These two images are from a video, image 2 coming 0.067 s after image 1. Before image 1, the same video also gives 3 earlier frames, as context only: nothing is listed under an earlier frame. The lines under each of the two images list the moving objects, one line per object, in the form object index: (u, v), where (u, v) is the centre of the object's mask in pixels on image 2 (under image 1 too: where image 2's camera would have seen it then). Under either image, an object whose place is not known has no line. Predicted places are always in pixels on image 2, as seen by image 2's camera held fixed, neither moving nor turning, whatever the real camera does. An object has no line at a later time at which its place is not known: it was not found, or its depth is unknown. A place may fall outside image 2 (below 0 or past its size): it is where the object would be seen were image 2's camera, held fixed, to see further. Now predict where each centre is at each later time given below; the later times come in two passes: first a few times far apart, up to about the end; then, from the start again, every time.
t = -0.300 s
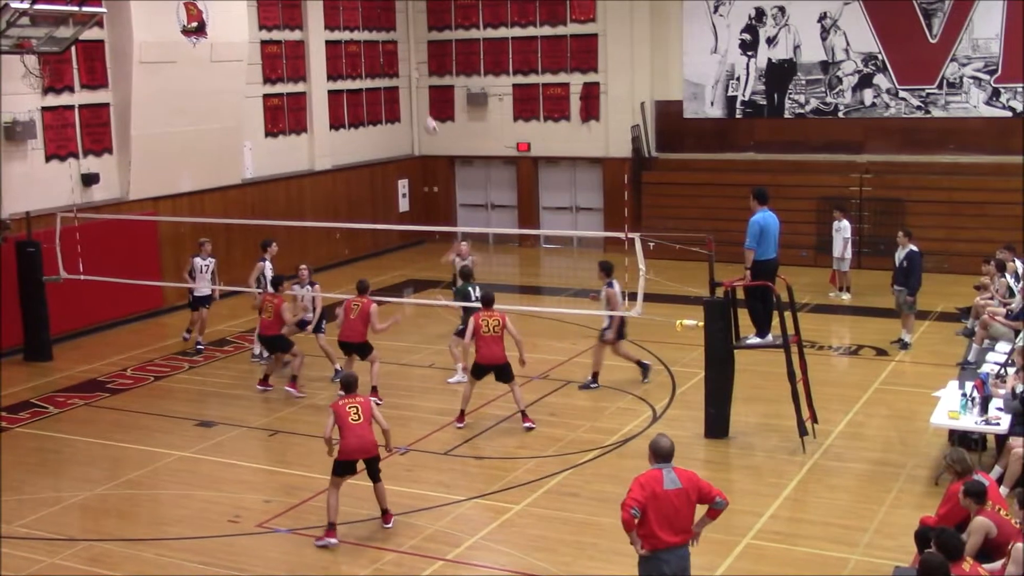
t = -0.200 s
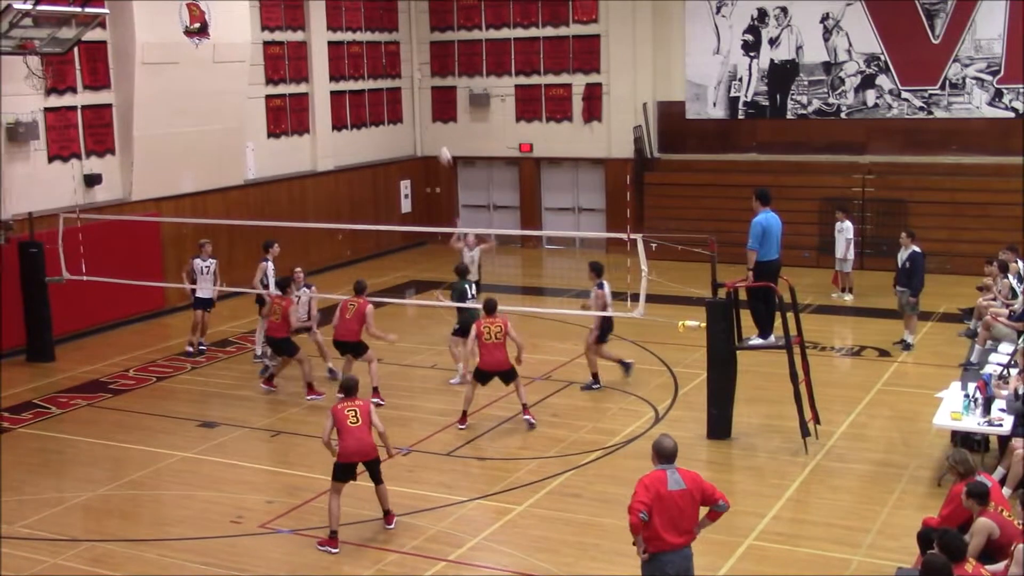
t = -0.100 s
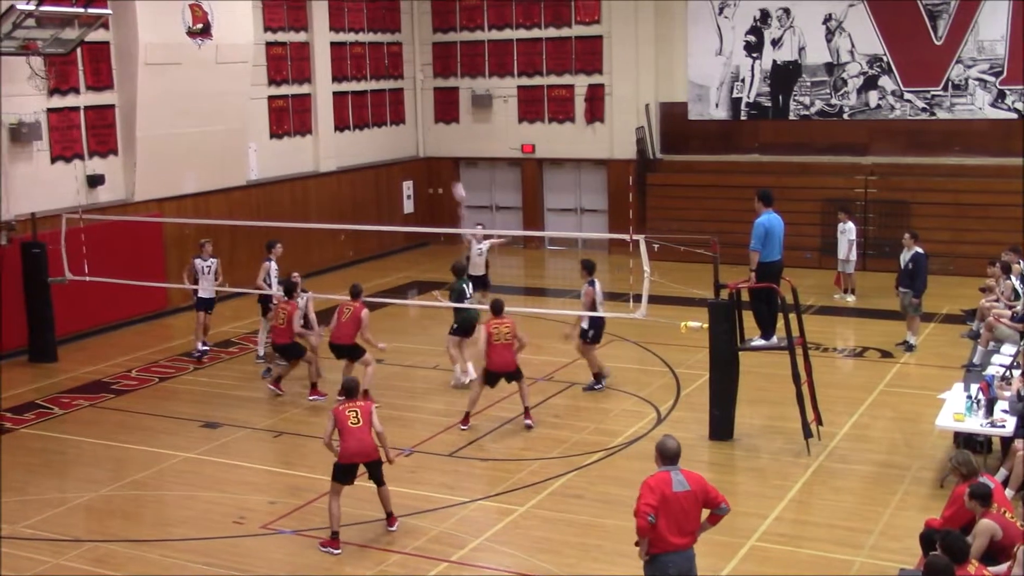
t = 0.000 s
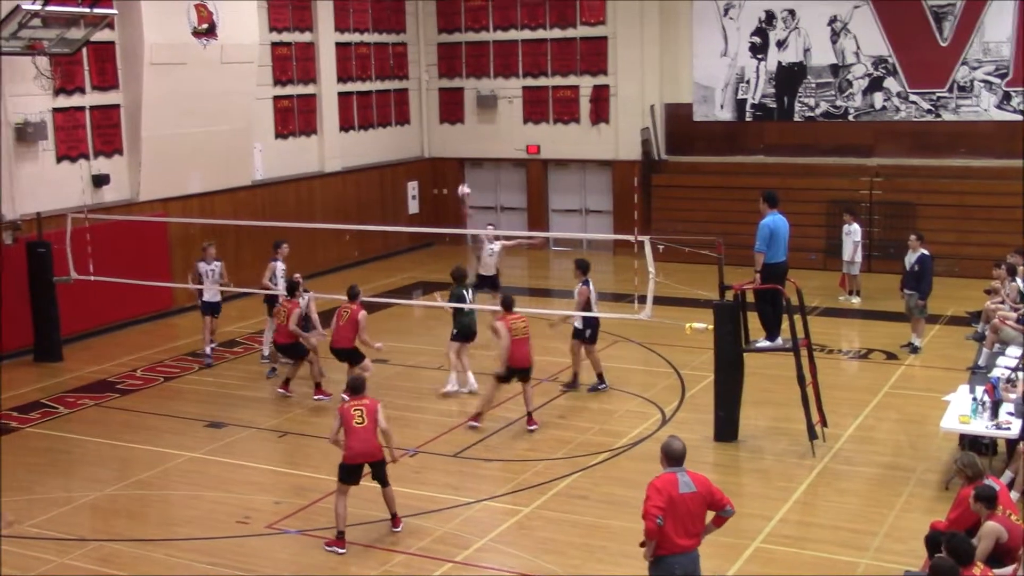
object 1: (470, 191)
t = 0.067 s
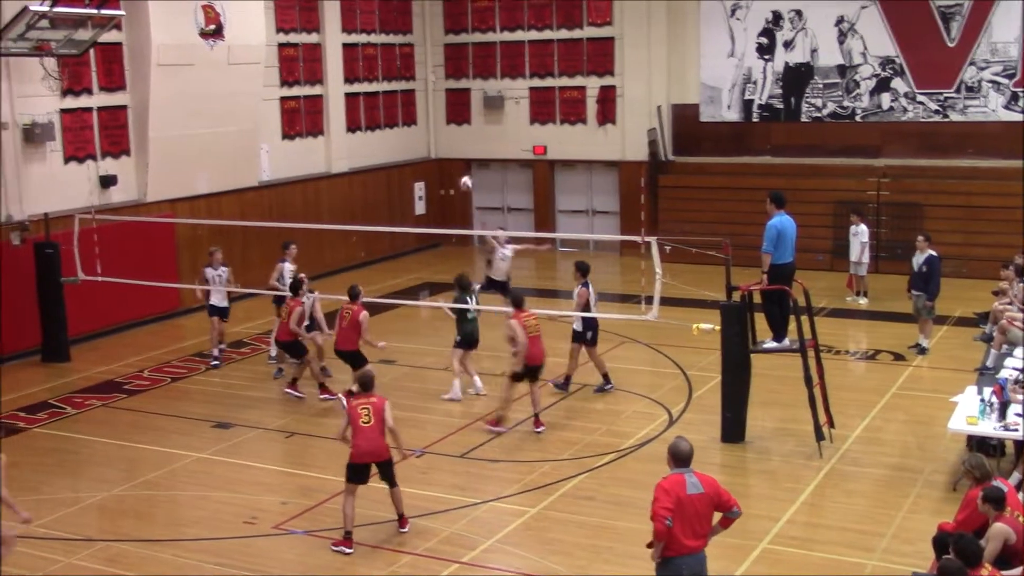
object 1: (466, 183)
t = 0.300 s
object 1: (450, 174)
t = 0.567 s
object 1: (431, 213)
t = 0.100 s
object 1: (464, 180)
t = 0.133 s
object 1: (461, 177)
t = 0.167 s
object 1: (459, 175)
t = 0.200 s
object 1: (457, 173)
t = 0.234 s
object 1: (454, 173)
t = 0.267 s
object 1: (452, 174)
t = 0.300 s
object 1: (450, 174)
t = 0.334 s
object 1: (448, 176)
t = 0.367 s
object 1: (445, 178)
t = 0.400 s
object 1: (443, 182)
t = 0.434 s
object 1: (441, 186)
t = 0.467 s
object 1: (439, 191)
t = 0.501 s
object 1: (437, 198)
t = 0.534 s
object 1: (434, 205)
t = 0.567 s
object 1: (431, 213)
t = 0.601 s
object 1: (429, 220)
